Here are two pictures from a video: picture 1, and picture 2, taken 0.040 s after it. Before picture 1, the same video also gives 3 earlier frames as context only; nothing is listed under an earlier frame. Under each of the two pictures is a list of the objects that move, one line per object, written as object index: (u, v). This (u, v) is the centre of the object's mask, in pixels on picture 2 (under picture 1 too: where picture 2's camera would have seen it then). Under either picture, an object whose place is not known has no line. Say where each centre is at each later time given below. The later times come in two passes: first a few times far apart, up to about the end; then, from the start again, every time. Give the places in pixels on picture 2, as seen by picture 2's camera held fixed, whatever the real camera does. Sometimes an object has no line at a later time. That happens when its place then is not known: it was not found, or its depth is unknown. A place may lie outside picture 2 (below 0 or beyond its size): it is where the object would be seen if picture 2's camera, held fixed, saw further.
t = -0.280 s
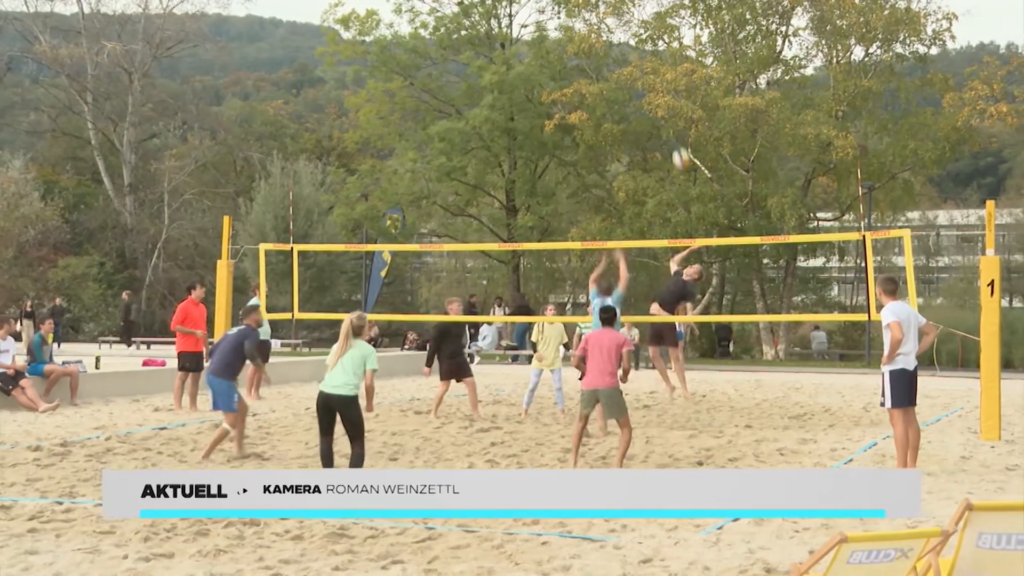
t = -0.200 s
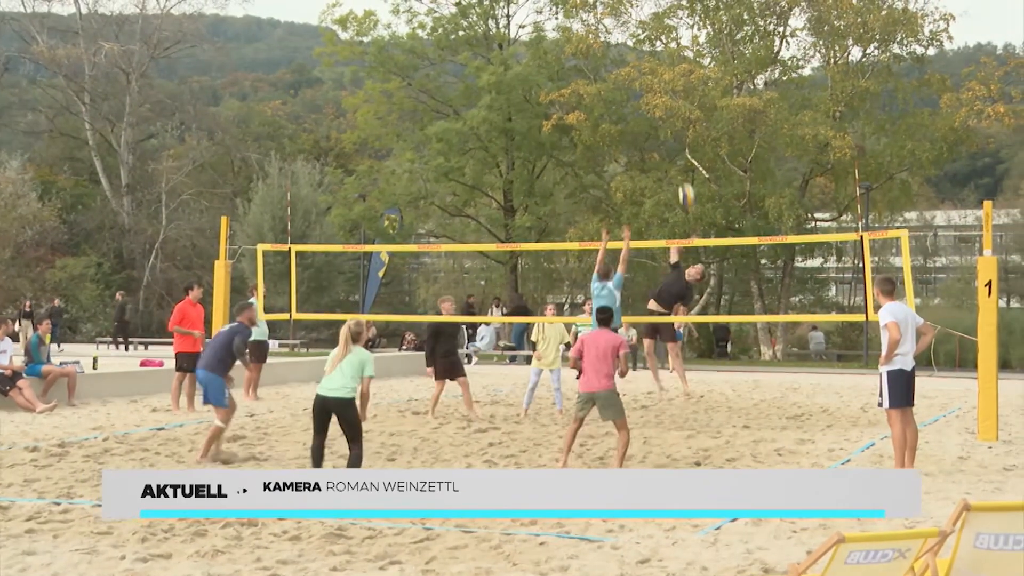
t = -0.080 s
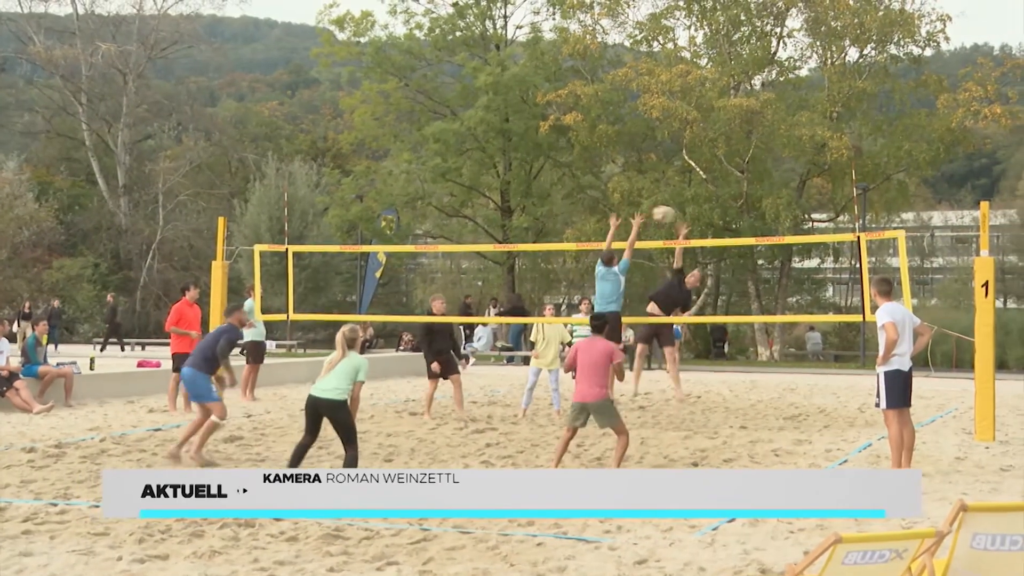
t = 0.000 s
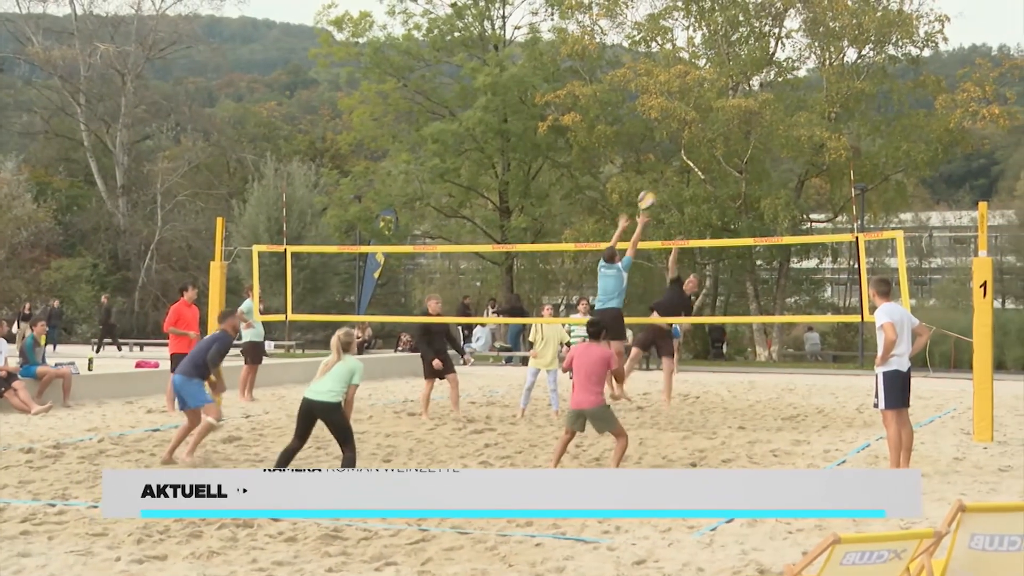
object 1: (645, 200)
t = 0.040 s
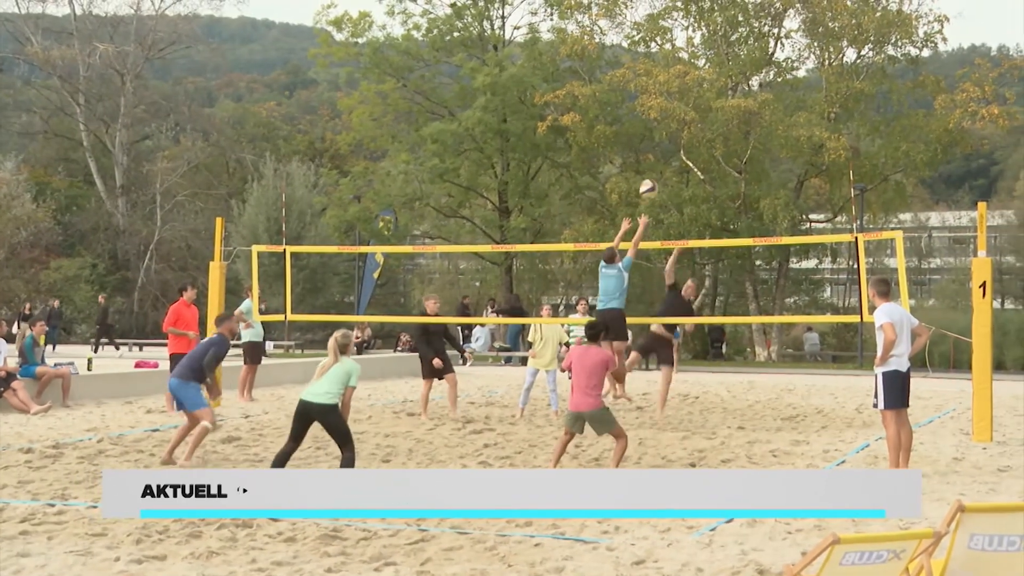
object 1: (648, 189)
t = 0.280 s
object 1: (665, 143)
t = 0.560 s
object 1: (683, 156)
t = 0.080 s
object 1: (651, 178)
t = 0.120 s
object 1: (654, 168)
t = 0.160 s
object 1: (657, 160)
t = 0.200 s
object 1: (660, 153)
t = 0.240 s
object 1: (662, 148)
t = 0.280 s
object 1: (665, 143)
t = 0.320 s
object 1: (668, 141)
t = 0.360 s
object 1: (671, 139)
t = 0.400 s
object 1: (673, 139)
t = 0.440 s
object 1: (676, 141)
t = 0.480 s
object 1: (678, 144)
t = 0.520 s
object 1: (681, 148)
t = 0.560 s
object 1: (683, 156)
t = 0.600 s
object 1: (686, 164)
